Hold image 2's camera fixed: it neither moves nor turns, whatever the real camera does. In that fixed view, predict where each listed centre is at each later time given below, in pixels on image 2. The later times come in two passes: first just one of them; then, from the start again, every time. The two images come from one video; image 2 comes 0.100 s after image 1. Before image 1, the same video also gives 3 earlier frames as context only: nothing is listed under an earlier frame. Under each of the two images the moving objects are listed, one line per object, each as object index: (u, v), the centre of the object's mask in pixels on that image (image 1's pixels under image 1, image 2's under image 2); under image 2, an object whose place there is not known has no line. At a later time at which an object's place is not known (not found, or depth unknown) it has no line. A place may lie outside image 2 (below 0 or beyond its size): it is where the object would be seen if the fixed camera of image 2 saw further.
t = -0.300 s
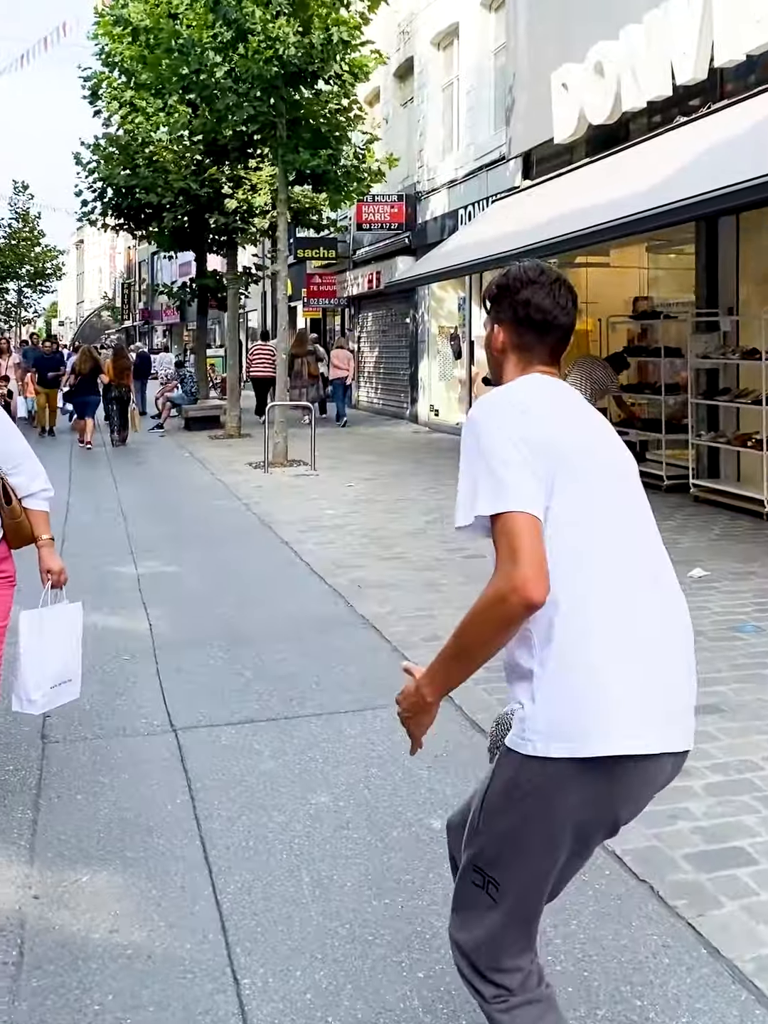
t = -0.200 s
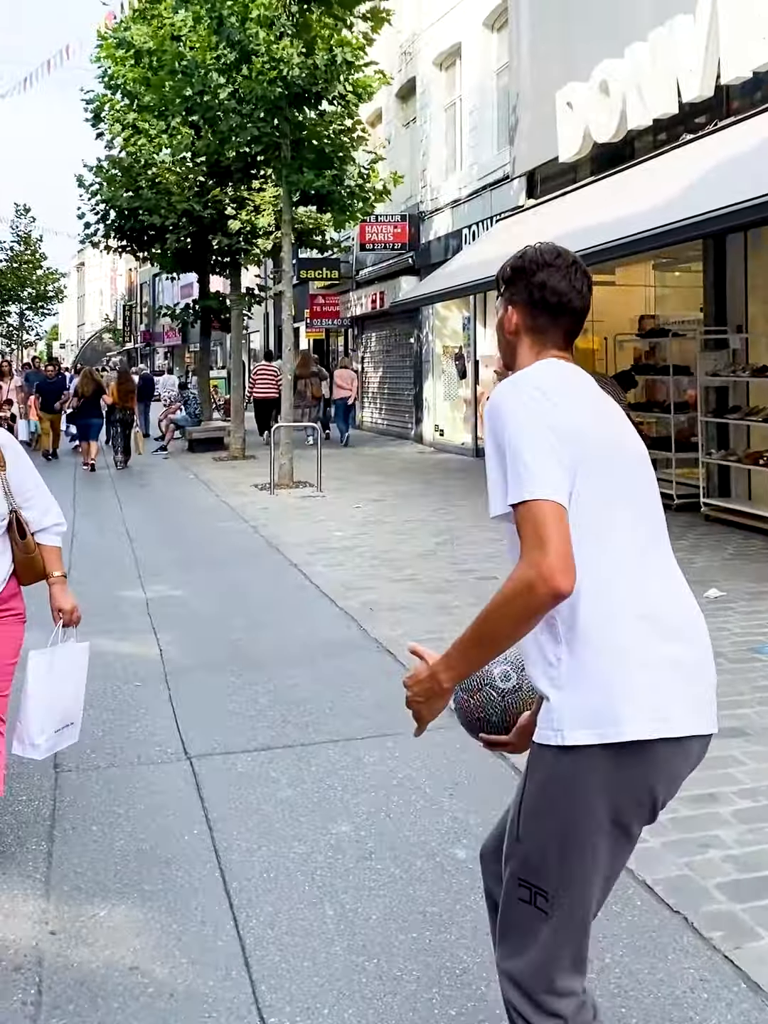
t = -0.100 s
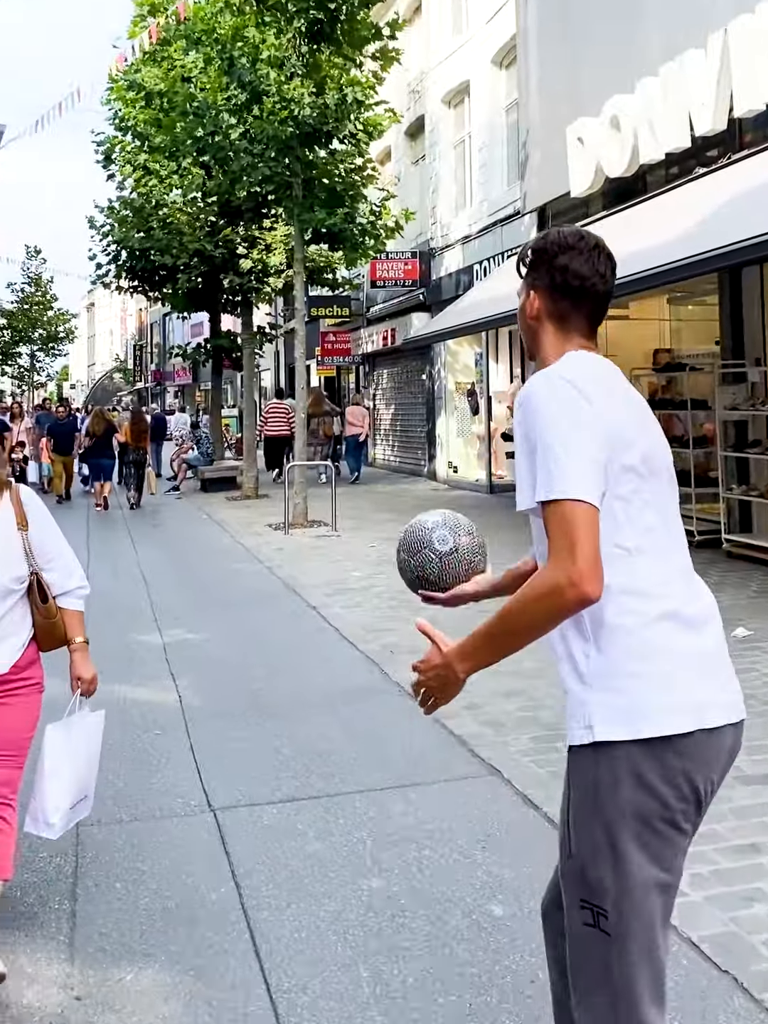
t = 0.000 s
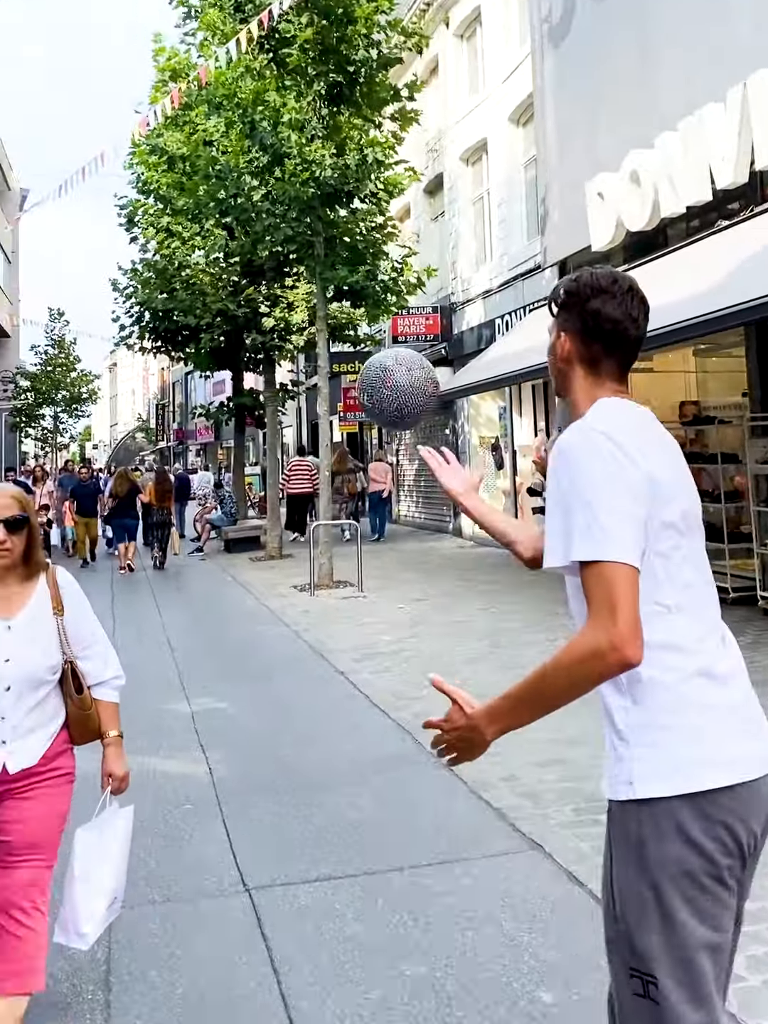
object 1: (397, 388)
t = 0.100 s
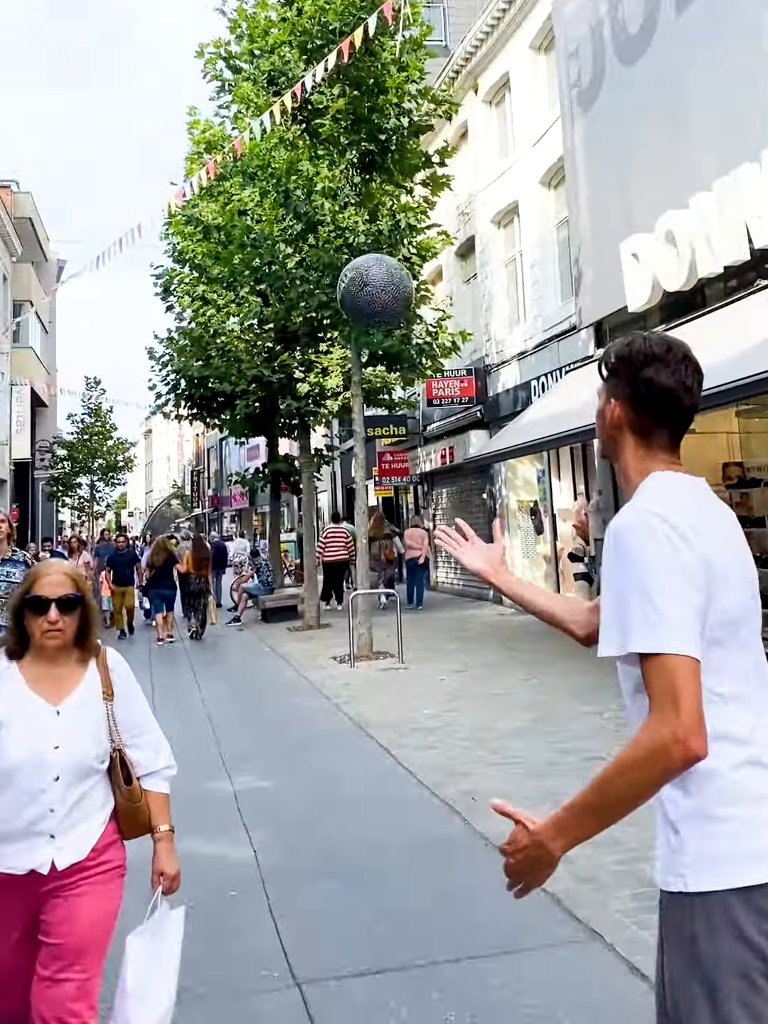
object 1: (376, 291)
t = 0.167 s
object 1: (342, 215)
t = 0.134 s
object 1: (359, 251)
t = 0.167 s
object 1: (342, 215)
